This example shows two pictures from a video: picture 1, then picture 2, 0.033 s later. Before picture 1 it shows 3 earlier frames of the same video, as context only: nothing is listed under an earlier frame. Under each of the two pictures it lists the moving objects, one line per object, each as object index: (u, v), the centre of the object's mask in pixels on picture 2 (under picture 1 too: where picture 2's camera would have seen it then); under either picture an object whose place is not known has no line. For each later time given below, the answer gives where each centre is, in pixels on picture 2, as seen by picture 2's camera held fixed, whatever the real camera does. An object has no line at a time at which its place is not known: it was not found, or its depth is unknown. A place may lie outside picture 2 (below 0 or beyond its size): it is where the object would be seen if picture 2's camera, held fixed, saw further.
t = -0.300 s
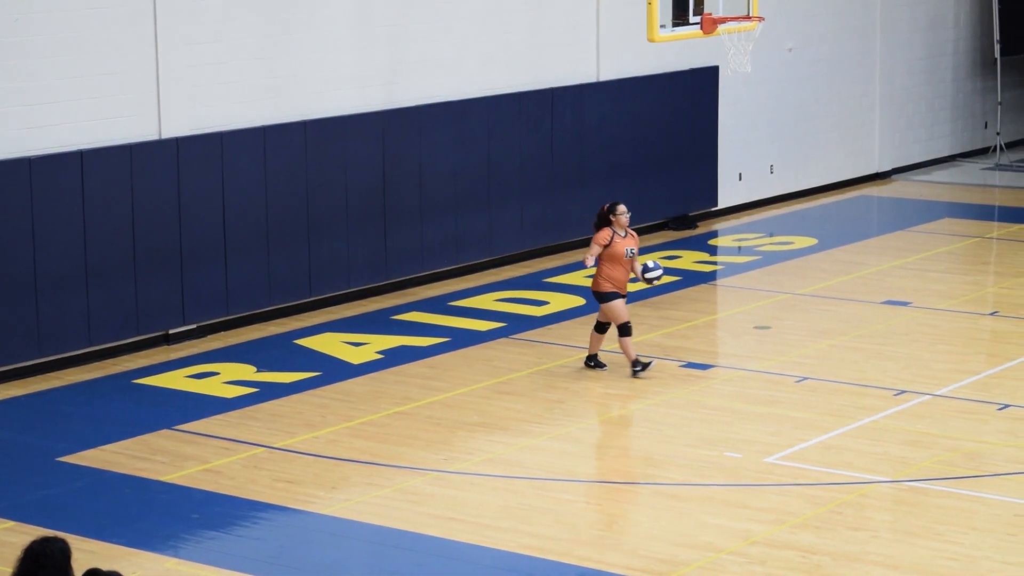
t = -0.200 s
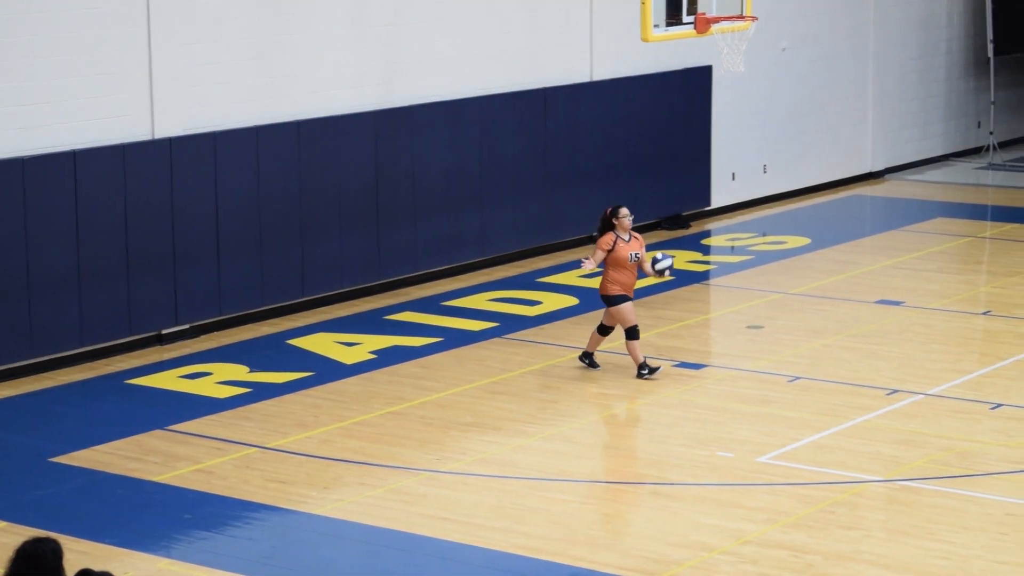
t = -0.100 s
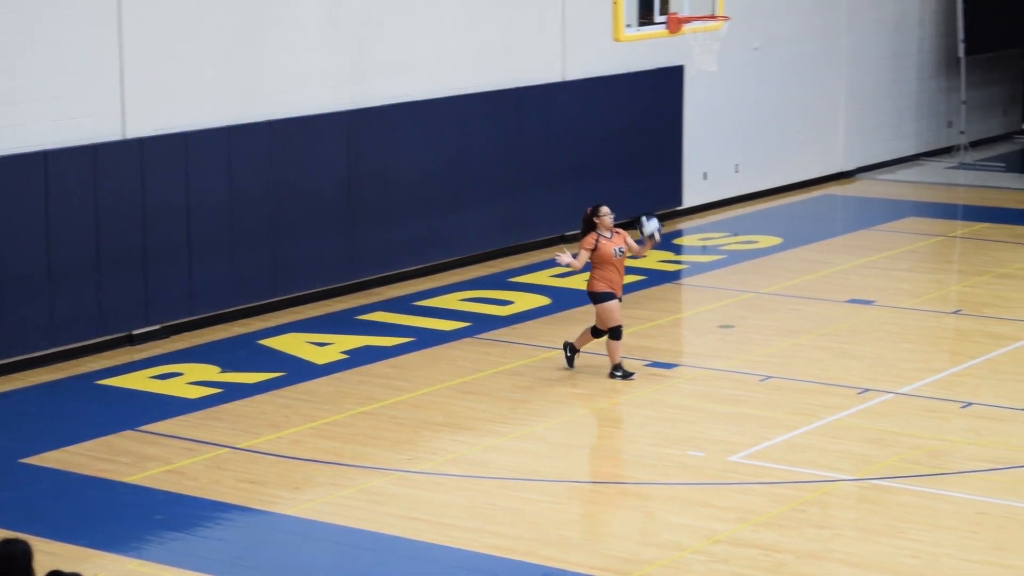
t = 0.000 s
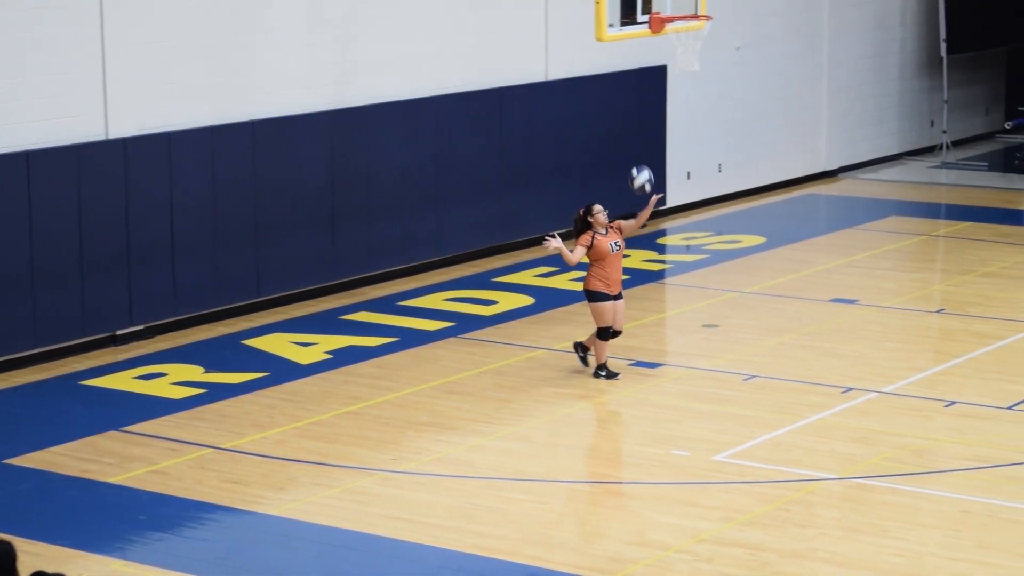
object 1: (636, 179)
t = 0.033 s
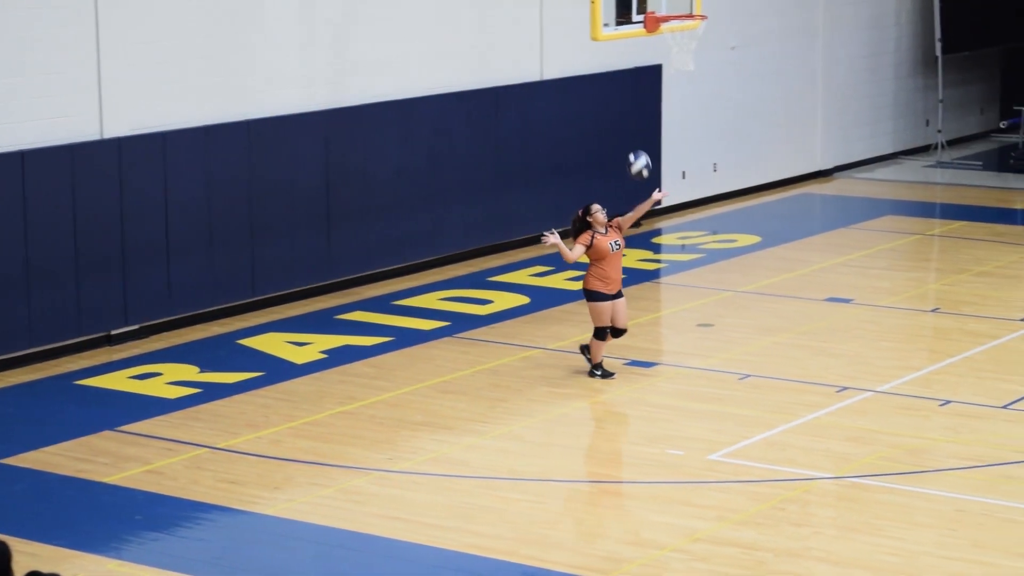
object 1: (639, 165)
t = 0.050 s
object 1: (640, 158)
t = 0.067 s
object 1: (642, 151)
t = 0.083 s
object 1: (643, 146)
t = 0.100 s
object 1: (644, 140)
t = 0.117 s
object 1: (646, 134)
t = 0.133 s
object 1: (647, 129)
